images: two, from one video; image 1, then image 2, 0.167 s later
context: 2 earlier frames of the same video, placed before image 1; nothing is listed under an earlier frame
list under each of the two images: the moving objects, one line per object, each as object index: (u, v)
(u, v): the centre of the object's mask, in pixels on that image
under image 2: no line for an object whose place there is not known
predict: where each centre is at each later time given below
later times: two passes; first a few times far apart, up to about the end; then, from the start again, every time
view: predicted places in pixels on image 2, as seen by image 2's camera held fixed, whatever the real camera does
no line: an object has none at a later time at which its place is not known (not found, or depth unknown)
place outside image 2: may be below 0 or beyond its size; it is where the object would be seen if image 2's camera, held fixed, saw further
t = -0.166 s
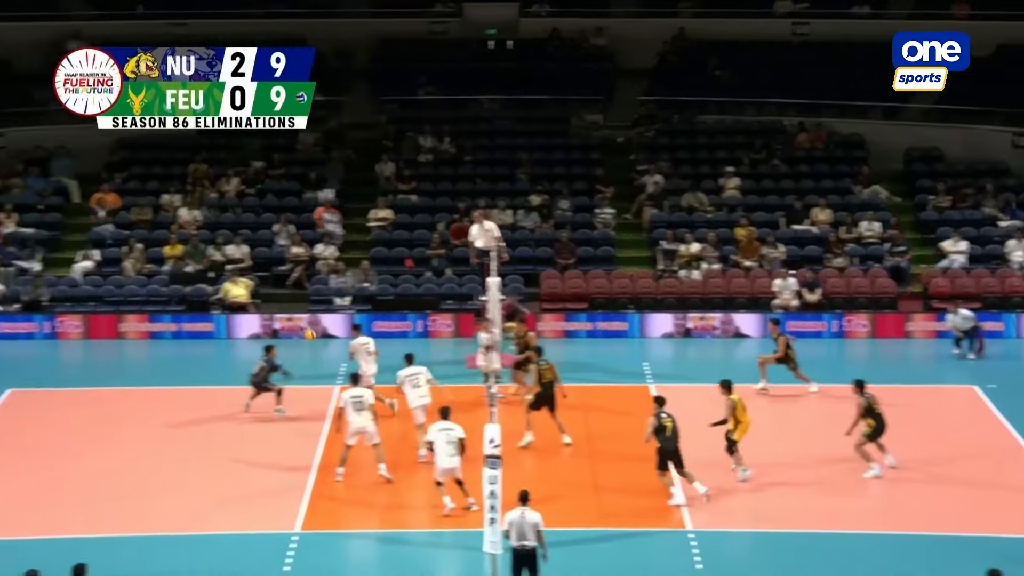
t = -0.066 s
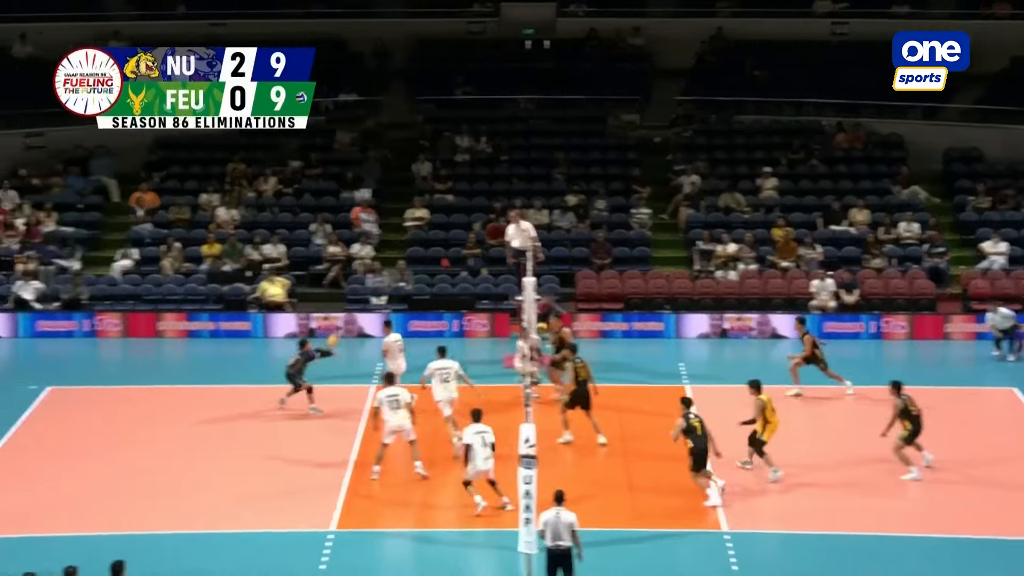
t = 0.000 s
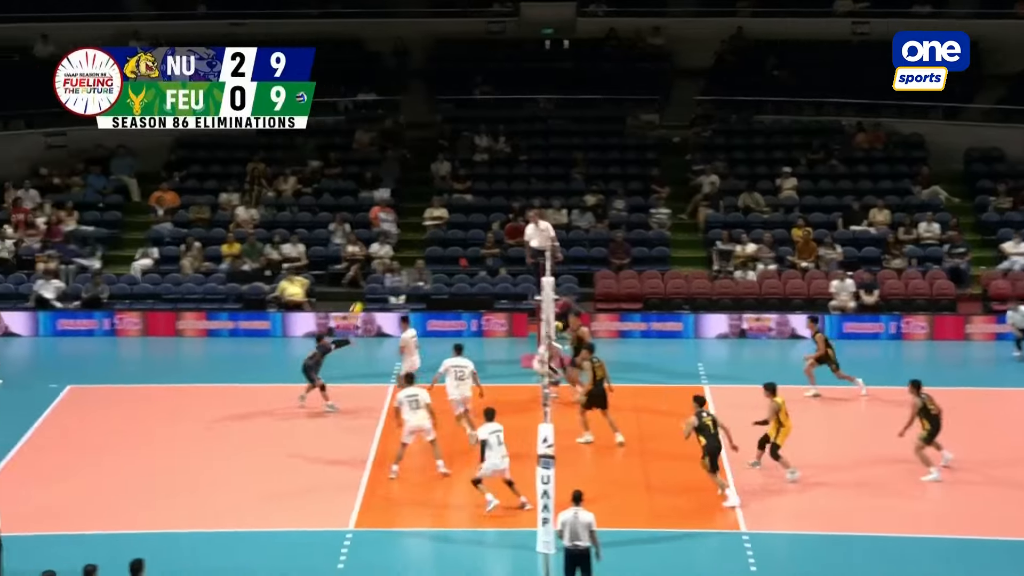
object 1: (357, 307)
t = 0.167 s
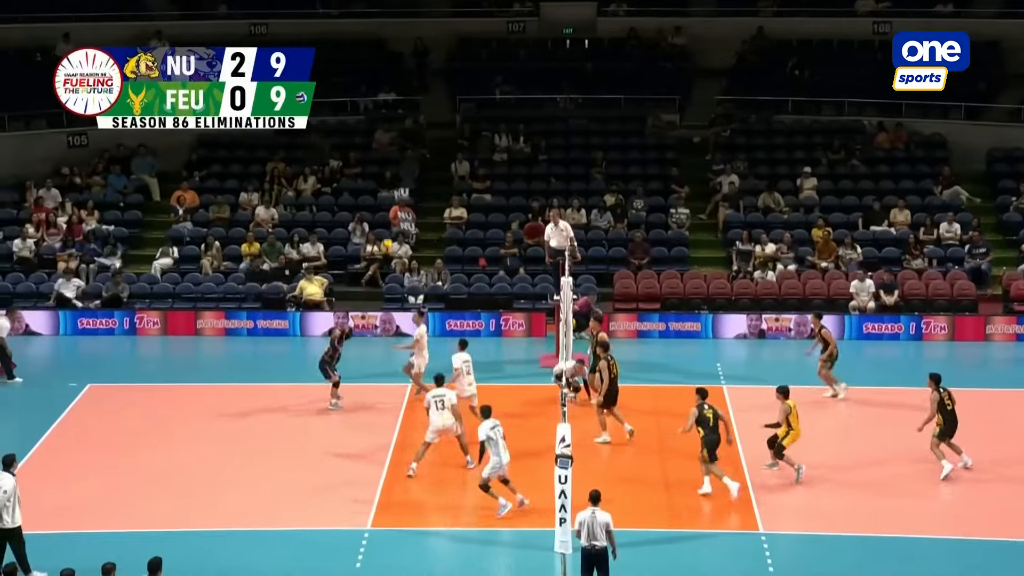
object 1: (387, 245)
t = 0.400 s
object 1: (405, 181)
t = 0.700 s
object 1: (428, 143)
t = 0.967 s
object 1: (450, 149)
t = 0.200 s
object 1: (389, 234)
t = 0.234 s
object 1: (392, 224)
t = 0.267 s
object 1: (395, 214)
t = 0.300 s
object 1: (398, 205)
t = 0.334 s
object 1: (399, 198)
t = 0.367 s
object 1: (402, 189)
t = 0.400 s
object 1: (405, 181)
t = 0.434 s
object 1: (407, 174)
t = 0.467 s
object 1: (410, 169)
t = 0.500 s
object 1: (412, 163)
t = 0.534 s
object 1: (415, 159)
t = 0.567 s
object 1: (417, 154)
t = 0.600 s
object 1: (420, 150)
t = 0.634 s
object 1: (423, 147)
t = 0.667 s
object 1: (425, 145)
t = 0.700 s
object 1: (428, 143)
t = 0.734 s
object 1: (431, 142)
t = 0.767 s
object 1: (433, 141)
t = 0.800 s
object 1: (436, 141)
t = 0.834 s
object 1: (439, 141)
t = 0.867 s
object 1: (441, 142)
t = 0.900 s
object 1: (444, 144)
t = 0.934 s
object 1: (447, 146)
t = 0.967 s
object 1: (450, 149)
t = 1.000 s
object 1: (452, 153)
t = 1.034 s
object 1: (454, 157)
